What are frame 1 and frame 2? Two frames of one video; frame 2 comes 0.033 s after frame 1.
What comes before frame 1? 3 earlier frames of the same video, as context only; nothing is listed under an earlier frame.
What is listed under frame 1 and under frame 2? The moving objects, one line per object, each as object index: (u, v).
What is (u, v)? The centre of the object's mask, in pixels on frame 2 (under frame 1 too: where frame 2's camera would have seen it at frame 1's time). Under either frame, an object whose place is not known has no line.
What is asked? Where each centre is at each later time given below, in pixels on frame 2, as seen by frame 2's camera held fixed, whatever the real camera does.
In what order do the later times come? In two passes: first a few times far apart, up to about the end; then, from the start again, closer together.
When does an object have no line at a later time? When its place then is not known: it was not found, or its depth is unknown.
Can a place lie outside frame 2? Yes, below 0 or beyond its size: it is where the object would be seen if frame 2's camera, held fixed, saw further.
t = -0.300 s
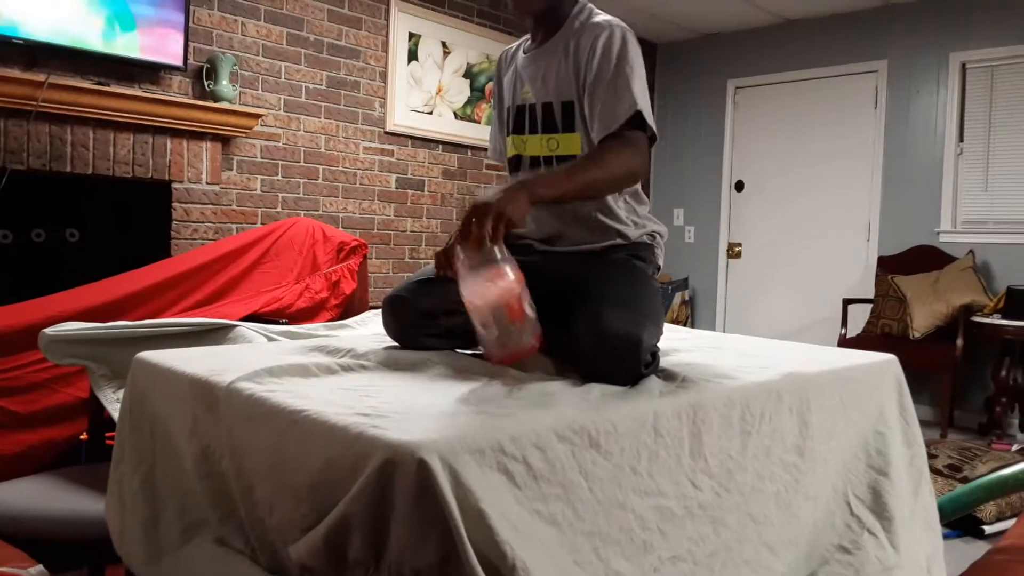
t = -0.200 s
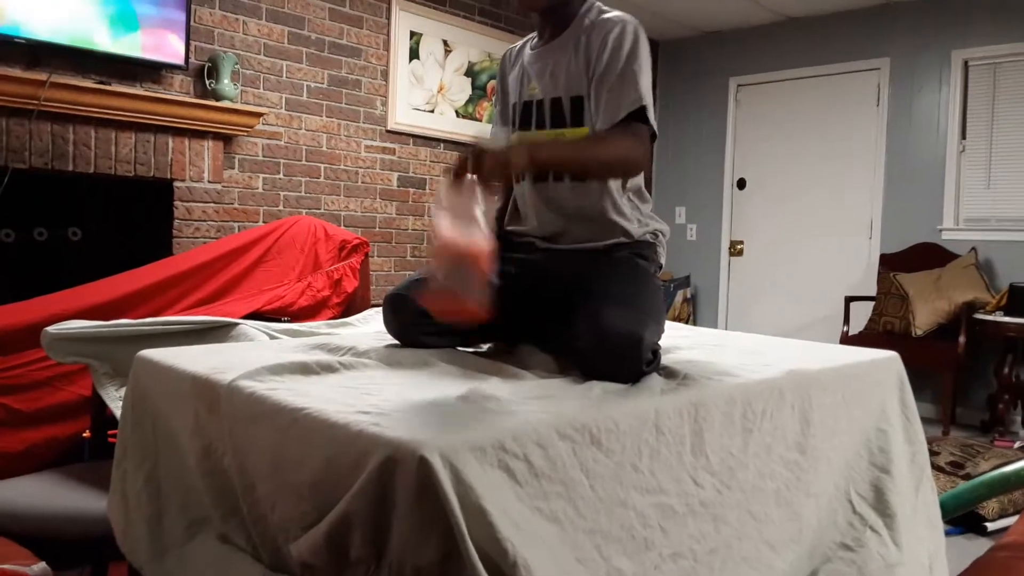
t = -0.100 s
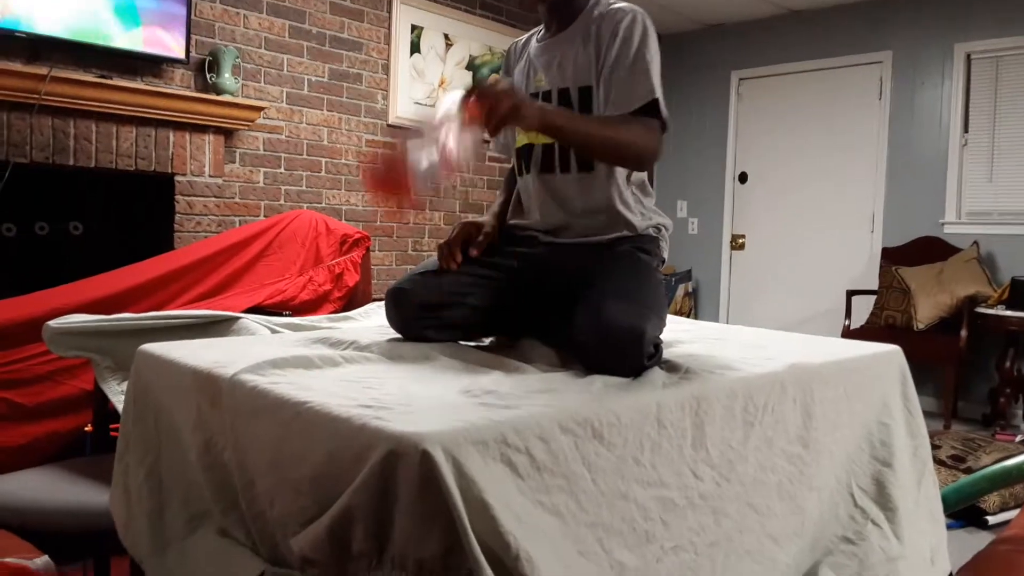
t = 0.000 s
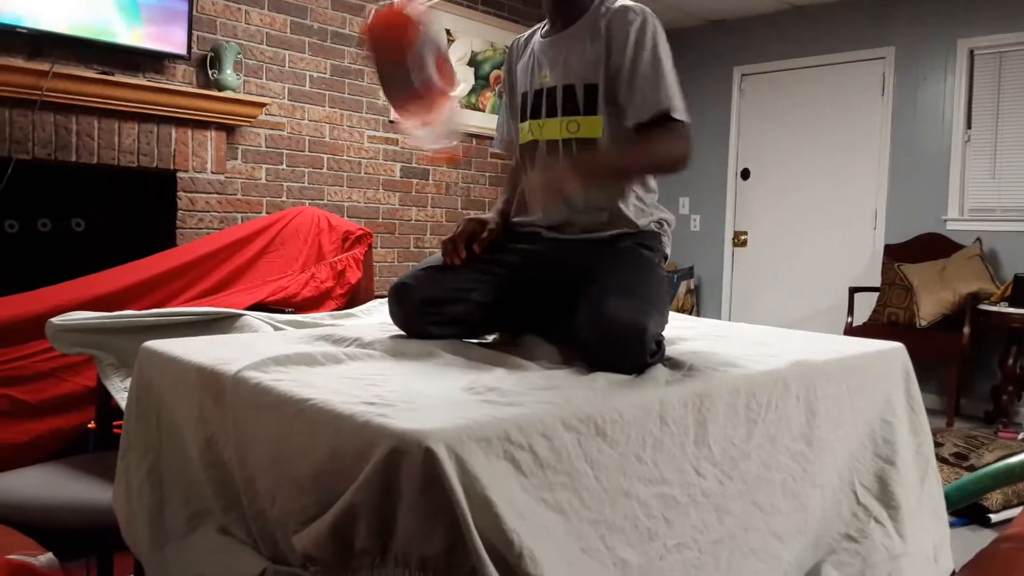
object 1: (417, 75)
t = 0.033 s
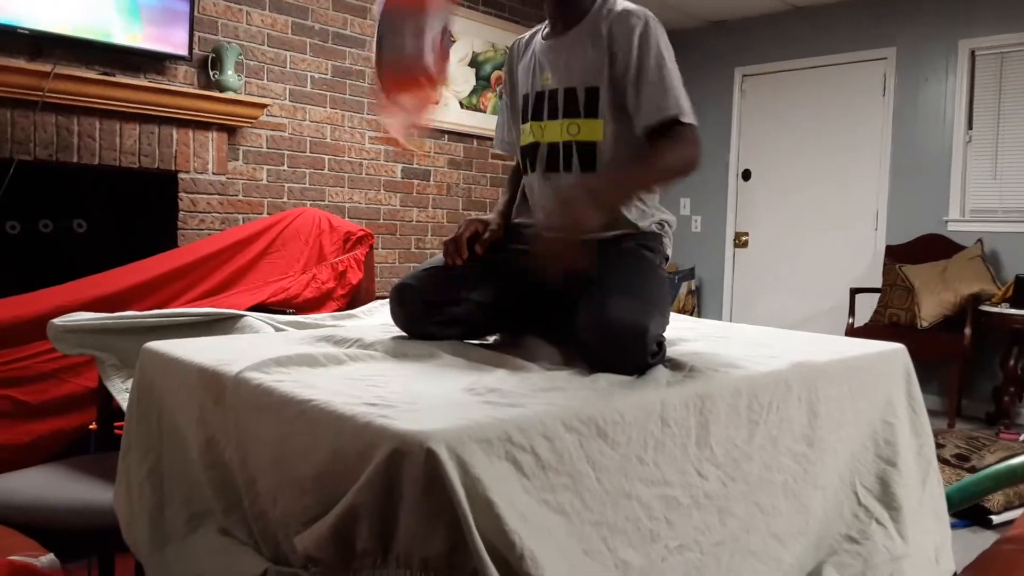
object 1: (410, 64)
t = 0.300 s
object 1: (406, 232)
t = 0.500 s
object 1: (382, 319)
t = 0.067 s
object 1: (406, 46)
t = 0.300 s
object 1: (406, 232)
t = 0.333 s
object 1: (408, 289)
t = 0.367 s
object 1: (400, 316)
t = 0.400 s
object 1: (394, 317)
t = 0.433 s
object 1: (389, 318)
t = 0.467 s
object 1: (384, 319)
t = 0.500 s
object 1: (382, 319)
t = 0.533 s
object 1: (381, 319)
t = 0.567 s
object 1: (381, 319)
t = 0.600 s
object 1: (382, 319)
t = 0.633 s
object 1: (381, 318)
